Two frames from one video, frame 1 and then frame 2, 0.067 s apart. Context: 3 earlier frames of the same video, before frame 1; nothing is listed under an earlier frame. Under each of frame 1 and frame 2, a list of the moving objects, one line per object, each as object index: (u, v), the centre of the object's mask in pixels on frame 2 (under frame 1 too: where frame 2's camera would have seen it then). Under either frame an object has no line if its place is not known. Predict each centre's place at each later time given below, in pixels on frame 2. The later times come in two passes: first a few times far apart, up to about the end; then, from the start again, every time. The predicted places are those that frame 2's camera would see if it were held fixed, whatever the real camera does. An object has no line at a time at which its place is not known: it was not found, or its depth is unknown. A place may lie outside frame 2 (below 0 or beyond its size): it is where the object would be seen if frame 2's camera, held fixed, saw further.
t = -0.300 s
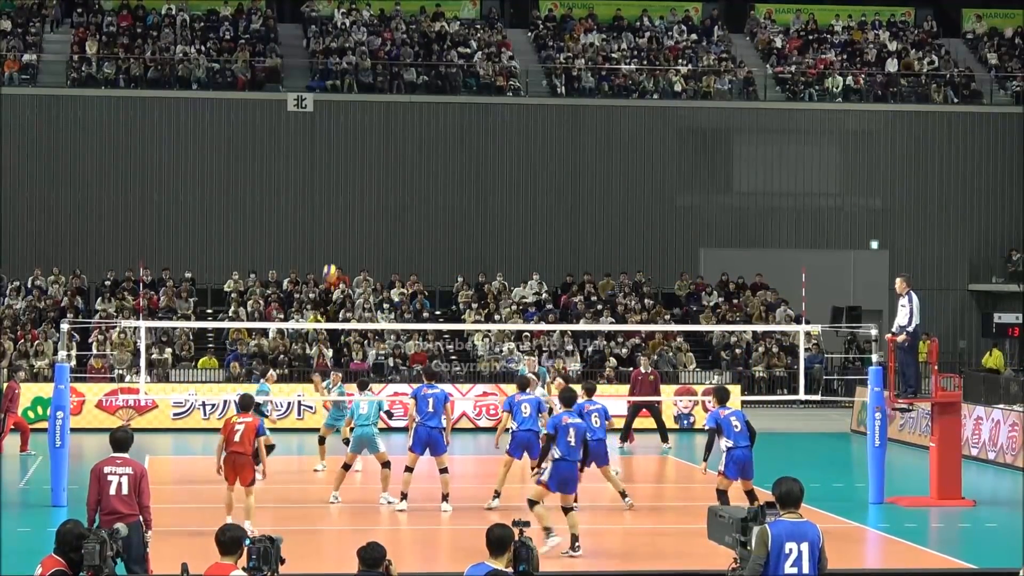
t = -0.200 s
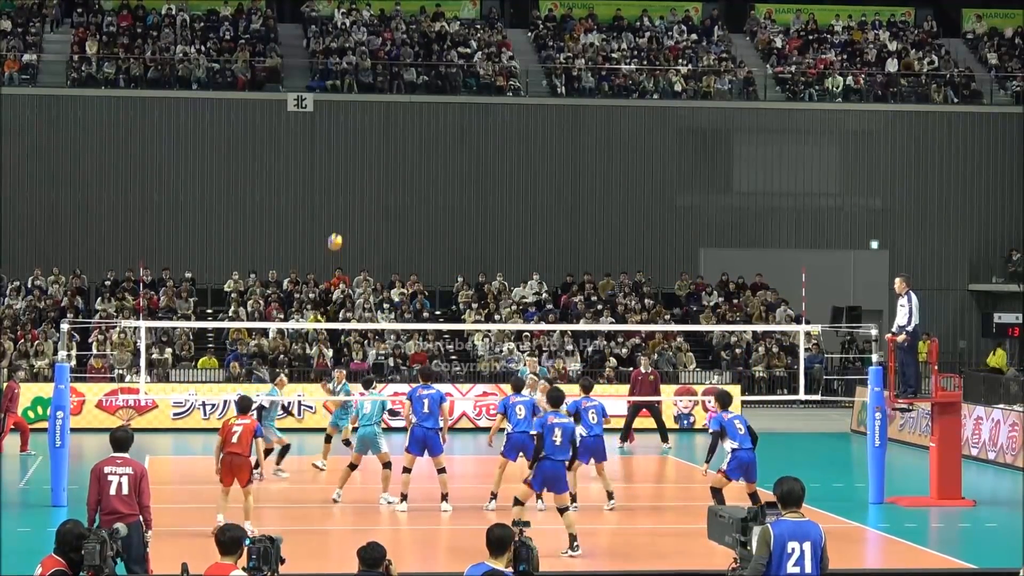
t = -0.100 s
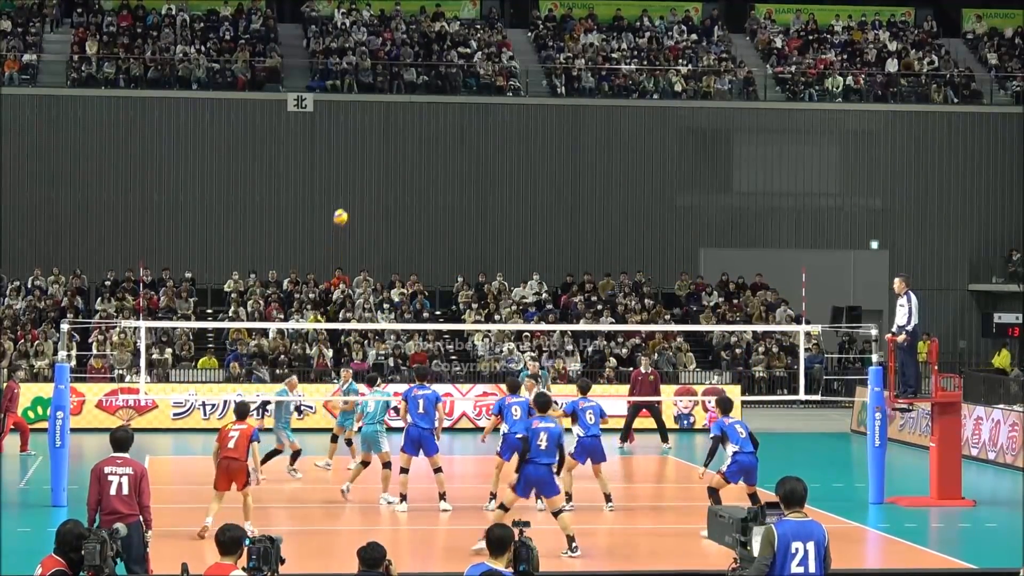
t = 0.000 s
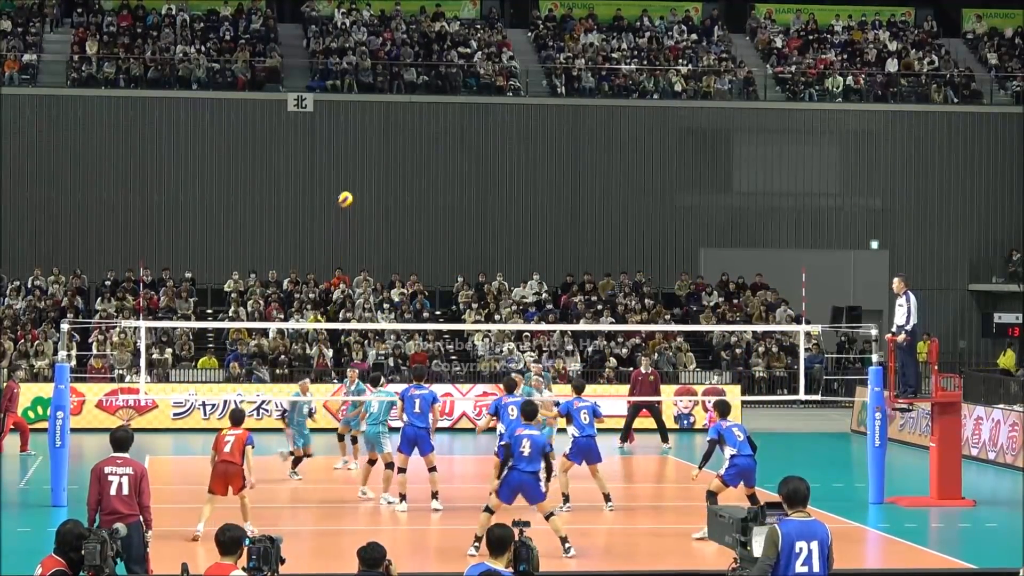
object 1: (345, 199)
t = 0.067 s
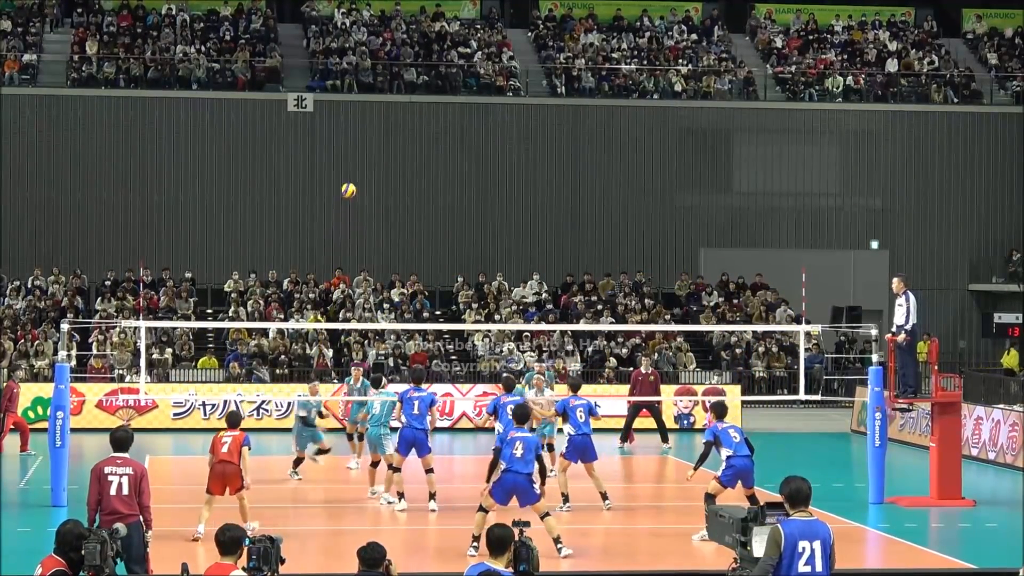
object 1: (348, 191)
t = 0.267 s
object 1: (358, 182)
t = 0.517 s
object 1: (370, 210)
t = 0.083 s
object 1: (349, 189)
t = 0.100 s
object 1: (350, 187)
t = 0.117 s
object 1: (351, 186)
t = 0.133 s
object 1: (352, 185)
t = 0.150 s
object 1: (352, 184)
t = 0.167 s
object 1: (353, 183)
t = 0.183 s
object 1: (354, 183)
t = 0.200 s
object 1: (354, 182)
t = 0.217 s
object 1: (355, 182)
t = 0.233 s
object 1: (356, 182)
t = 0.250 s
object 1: (357, 182)
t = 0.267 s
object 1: (358, 182)
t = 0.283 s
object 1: (359, 183)
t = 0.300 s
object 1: (360, 184)
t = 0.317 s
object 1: (360, 184)
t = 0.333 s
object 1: (361, 186)
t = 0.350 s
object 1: (362, 187)
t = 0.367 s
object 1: (363, 188)
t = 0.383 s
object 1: (364, 190)
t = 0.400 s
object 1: (364, 192)
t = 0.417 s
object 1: (365, 194)
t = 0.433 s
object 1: (366, 196)
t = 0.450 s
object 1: (366, 198)
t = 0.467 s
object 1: (367, 201)
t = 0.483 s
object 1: (368, 204)
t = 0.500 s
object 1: (369, 206)
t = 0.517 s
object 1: (370, 210)
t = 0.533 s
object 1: (371, 213)
